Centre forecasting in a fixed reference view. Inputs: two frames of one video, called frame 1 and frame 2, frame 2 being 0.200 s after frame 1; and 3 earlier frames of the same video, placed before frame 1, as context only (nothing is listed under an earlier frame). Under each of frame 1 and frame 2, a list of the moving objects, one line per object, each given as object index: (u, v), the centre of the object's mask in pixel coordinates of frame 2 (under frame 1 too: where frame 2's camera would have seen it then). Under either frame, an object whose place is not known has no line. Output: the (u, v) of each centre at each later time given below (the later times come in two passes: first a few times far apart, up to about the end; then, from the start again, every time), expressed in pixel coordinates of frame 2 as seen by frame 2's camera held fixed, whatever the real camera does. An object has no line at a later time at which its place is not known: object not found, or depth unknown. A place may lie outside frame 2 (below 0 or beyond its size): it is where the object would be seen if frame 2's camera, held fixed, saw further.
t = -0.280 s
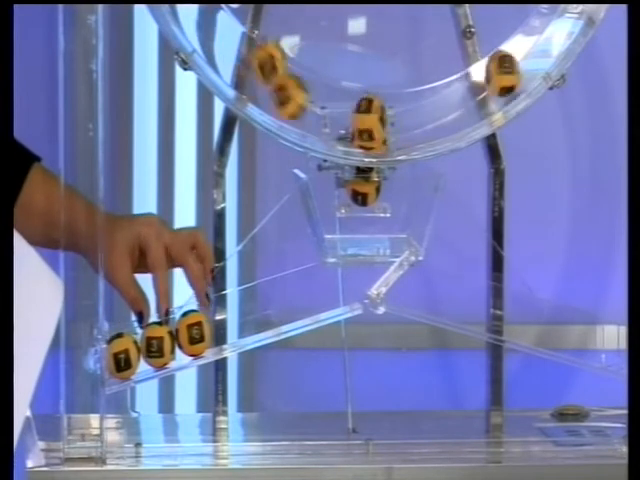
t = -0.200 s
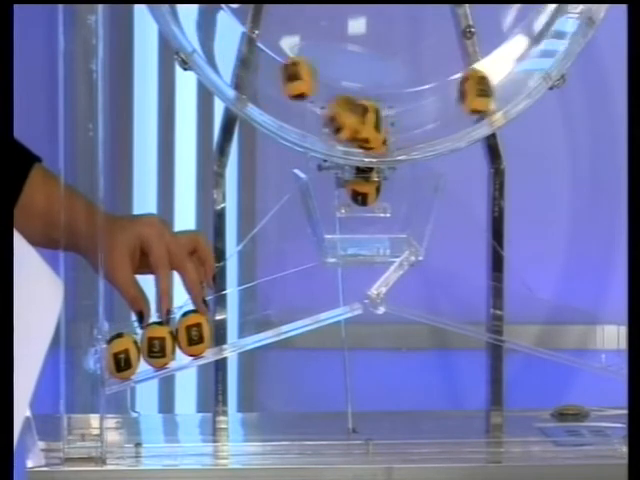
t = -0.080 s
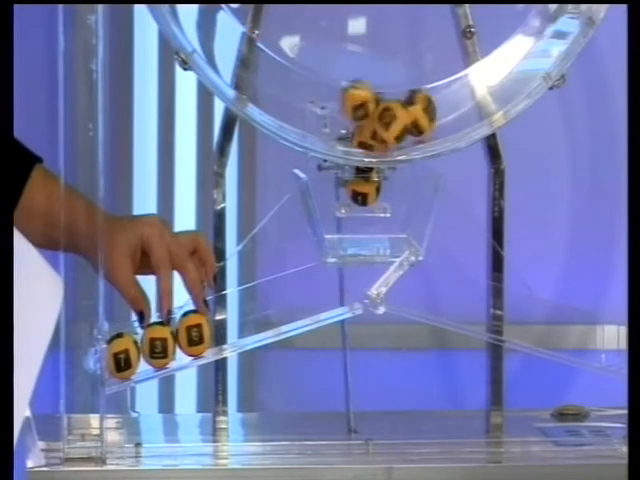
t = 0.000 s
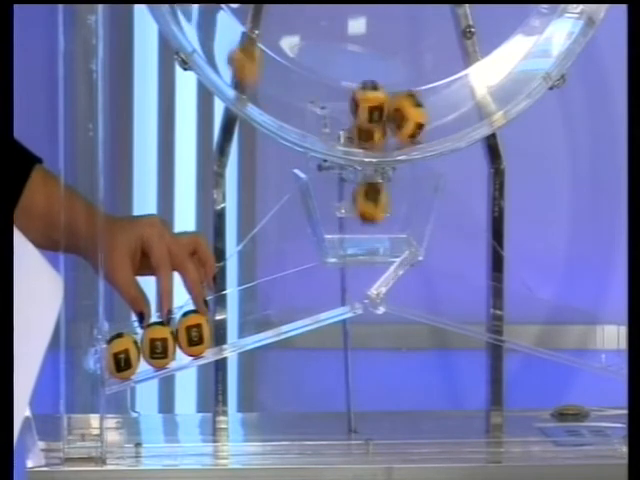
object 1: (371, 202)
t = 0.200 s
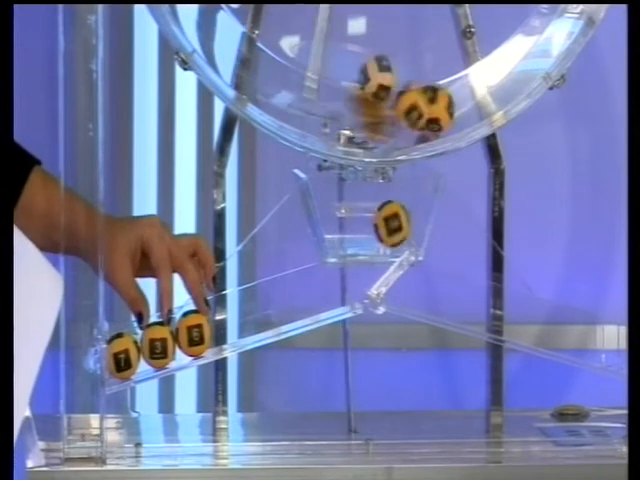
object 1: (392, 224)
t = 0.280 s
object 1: (393, 218)
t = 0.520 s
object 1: (358, 274)
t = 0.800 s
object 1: (259, 310)
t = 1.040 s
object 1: (228, 321)
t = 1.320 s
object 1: (228, 321)
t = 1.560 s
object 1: (228, 321)
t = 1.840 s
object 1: (228, 321)
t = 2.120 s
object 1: (228, 321)
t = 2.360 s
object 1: (228, 321)
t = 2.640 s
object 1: (228, 321)
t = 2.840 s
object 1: (228, 322)
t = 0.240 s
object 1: (391, 230)
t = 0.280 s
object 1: (393, 218)
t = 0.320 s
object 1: (394, 221)
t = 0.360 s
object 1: (392, 236)
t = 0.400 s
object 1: (383, 242)
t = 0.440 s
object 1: (374, 259)
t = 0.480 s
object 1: (367, 267)
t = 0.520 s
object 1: (358, 274)
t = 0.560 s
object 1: (349, 280)
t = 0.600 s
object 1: (338, 283)
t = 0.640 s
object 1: (326, 286)
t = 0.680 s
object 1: (312, 293)
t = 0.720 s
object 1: (295, 299)
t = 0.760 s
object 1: (278, 303)
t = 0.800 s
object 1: (259, 310)
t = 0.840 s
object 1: (238, 316)
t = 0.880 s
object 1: (232, 320)
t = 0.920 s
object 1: (237, 318)
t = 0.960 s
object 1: (237, 318)
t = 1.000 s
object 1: (233, 320)
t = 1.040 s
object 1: (228, 321)
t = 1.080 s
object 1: (228, 321)
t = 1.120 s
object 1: (228, 321)
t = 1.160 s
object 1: (228, 321)
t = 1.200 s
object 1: (228, 321)
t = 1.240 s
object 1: (228, 321)
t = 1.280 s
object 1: (228, 321)
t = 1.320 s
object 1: (228, 321)
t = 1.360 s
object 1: (228, 321)
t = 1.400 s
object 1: (228, 321)
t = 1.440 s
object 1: (228, 321)
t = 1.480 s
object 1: (228, 321)
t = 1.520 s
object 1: (228, 321)
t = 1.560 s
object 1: (228, 321)
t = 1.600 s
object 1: (228, 321)
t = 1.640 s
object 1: (228, 321)
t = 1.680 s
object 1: (228, 321)
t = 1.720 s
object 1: (228, 321)
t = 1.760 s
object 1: (228, 321)
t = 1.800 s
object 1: (228, 321)
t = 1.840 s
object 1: (228, 321)
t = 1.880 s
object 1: (228, 321)
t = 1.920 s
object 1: (228, 321)
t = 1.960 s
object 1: (228, 321)
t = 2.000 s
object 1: (228, 321)
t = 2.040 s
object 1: (228, 321)
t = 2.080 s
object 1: (228, 321)
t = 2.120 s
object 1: (228, 321)
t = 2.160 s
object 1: (228, 321)
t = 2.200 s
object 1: (228, 321)
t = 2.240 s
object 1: (228, 321)
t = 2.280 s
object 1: (228, 321)
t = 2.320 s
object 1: (228, 322)
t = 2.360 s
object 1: (228, 321)
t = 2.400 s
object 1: (228, 321)
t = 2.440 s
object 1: (228, 321)
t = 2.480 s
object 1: (228, 321)
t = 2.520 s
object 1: (228, 321)
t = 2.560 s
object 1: (228, 321)
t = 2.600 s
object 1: (228, 322)
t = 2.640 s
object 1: (228, 321)
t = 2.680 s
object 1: (228, 321)
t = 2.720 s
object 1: (228, 322)
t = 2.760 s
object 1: (228, 321)
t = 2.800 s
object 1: (228, 321)
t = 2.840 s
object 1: (228, 322)
